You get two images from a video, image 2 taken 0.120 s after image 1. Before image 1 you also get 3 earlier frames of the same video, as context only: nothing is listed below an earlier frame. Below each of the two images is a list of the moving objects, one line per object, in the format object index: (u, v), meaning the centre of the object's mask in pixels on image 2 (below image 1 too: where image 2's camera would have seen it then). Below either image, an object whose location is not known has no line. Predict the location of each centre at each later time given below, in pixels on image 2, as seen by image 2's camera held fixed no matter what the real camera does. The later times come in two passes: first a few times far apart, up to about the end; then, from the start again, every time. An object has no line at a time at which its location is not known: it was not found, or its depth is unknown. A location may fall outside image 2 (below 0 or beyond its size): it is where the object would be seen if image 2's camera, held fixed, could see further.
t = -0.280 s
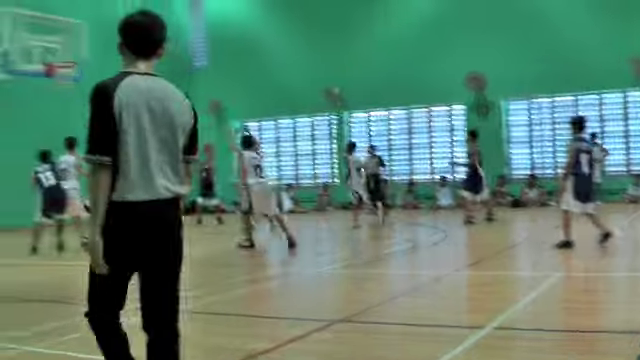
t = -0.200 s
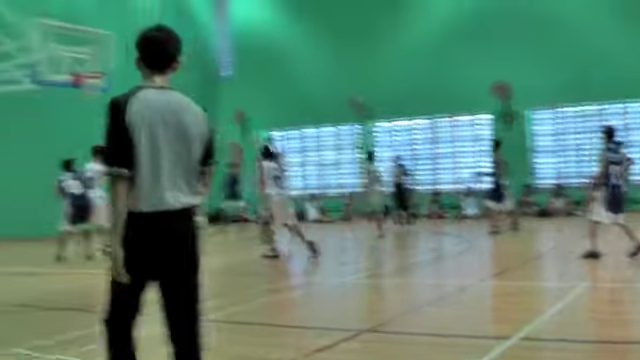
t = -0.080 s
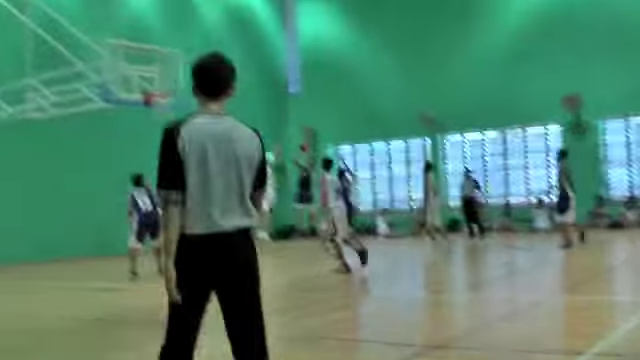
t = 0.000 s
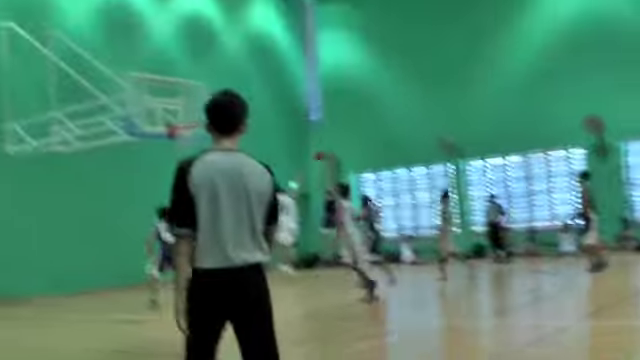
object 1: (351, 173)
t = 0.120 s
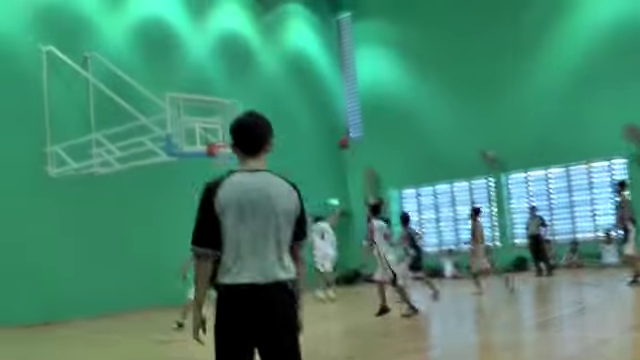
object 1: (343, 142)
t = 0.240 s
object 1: (327, 122)
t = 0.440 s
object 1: (301, 97)
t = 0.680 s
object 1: (268, 92)
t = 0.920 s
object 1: (234, 116)
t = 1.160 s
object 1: (209, 118)
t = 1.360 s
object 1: (205, 104)
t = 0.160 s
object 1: (339, 135)
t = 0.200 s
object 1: (333, 128)
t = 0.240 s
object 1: (327, 122)
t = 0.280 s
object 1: (323, 115)
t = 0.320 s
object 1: (317, 110)
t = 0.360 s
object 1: (311, 104)
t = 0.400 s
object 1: (306, 100)
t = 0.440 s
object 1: (301, 97)
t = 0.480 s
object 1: (296, 94)
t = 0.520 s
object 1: (290, 92)
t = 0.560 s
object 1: (284, 91)
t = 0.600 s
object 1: (278, 90)
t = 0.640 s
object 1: (273, 91)
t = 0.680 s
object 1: (268, 92)
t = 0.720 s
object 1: (262, 94)
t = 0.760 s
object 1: (257, 97)
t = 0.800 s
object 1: (251, 100)
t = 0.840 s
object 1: (246, 105)
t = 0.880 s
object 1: (240, 110)
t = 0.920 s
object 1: (234, 116)
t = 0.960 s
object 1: (228, 123)
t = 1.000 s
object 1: (223, 130)
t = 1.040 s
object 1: (219, 140)
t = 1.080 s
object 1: (214, 133)
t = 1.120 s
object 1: (211, 124)
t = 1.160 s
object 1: (209, 118)
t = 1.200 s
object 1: (209, 113)
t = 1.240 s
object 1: (208, 110)
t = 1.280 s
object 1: (207, 107)
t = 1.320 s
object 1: (206, 105)
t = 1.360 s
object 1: (205, 104)
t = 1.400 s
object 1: (204, 103)
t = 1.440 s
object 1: (204, 104)
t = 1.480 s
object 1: (203, 105)
